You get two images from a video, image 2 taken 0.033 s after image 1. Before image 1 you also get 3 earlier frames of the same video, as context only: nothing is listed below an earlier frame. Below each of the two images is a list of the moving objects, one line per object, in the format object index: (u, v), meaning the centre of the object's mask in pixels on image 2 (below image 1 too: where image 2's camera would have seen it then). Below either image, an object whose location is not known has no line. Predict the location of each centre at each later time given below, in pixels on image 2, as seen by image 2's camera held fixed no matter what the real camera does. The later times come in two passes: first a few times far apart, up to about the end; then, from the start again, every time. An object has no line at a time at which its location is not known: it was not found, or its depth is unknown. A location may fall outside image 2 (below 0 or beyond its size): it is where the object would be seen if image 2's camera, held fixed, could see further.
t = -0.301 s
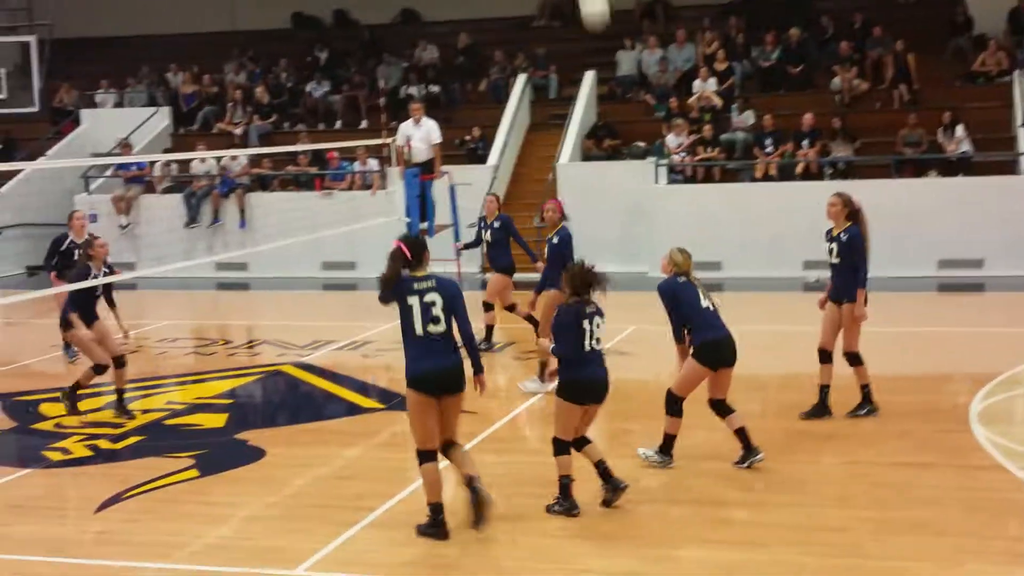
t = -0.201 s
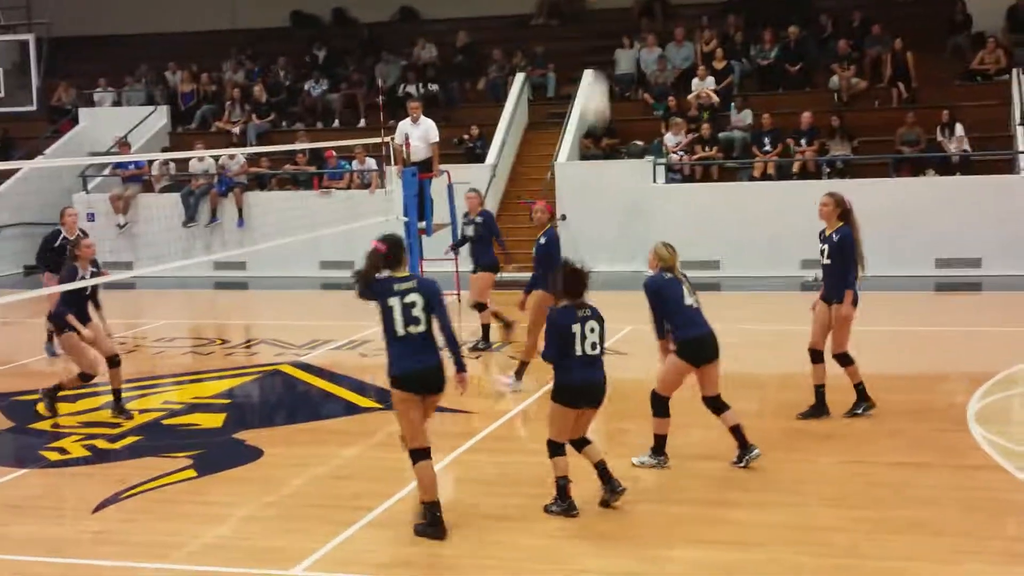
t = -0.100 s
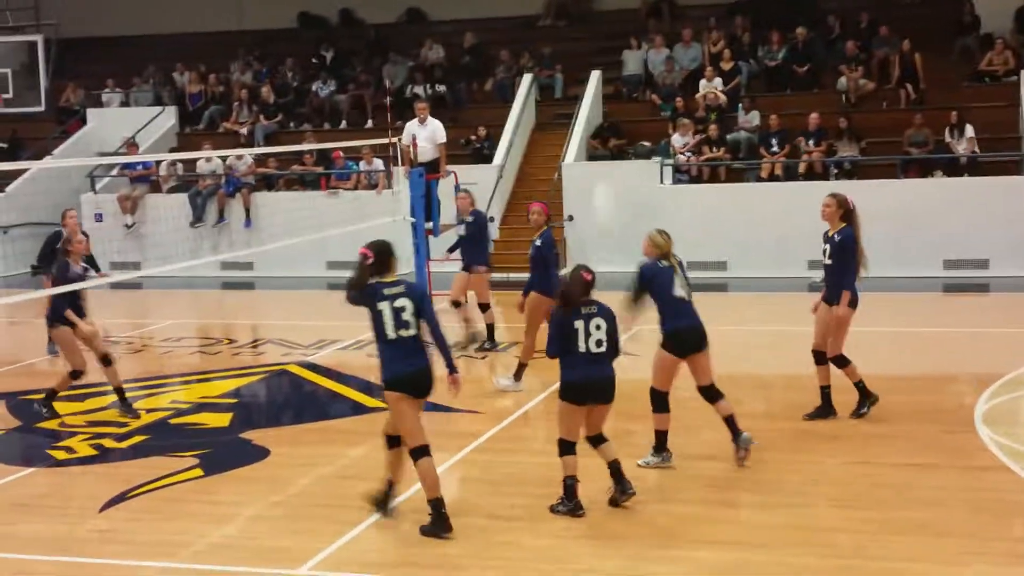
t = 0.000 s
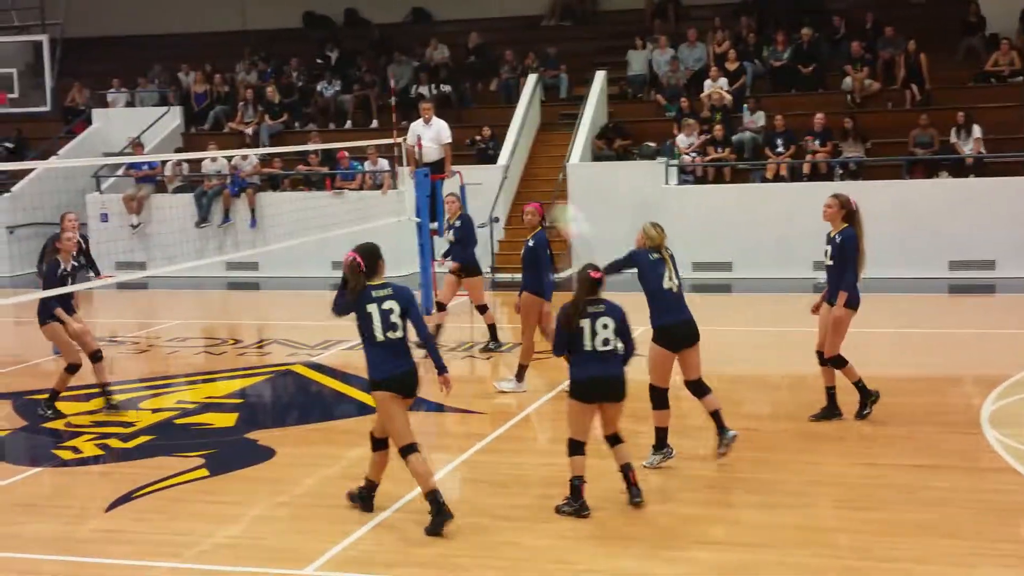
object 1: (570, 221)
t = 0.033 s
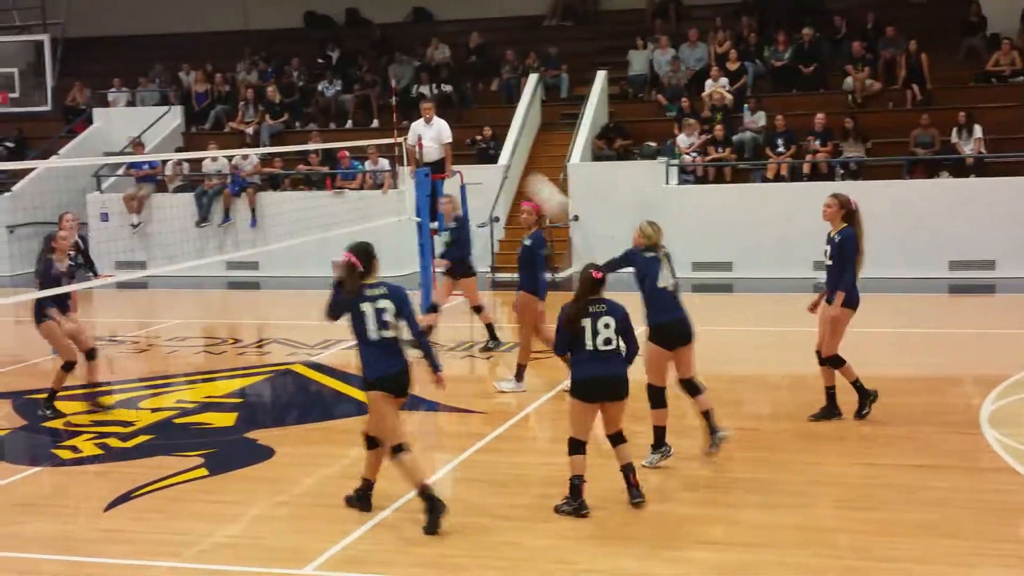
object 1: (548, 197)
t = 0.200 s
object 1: (431, 88)
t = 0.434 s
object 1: (290, 12)
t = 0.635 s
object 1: (192, 7)
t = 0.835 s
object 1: (110, 45)
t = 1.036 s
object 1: (44, 119)
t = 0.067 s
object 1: (527, 173)
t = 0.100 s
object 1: (494, 144)
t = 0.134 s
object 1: (475, 125)
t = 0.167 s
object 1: (452, 105)
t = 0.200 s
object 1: (431, 88)
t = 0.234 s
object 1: (407, 70)
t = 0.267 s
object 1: (386, 57)
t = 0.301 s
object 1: (366, 45)
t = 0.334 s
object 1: (346, 34)
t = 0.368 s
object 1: (327, 25)
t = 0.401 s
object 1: (307, 17)
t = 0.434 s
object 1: (290, 12)
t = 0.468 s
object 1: (272, 8)
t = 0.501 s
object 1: (255, 5)
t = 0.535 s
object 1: (238, 4)
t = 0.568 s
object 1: (222, 3)
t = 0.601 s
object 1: (207, 4)
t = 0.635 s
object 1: (192, 7)
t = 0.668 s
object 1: (177, 11)
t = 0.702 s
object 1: (163, 16)
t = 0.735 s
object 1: (149, 21)
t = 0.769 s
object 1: (136, 29)
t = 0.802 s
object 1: (123, 36)
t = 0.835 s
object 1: (110, 45)
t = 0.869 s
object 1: (98, 56)
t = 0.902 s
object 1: (87, 67)
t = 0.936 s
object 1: (76, 78)
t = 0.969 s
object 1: (66, 90)
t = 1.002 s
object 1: (55, 105)
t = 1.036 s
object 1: (44, 119)
